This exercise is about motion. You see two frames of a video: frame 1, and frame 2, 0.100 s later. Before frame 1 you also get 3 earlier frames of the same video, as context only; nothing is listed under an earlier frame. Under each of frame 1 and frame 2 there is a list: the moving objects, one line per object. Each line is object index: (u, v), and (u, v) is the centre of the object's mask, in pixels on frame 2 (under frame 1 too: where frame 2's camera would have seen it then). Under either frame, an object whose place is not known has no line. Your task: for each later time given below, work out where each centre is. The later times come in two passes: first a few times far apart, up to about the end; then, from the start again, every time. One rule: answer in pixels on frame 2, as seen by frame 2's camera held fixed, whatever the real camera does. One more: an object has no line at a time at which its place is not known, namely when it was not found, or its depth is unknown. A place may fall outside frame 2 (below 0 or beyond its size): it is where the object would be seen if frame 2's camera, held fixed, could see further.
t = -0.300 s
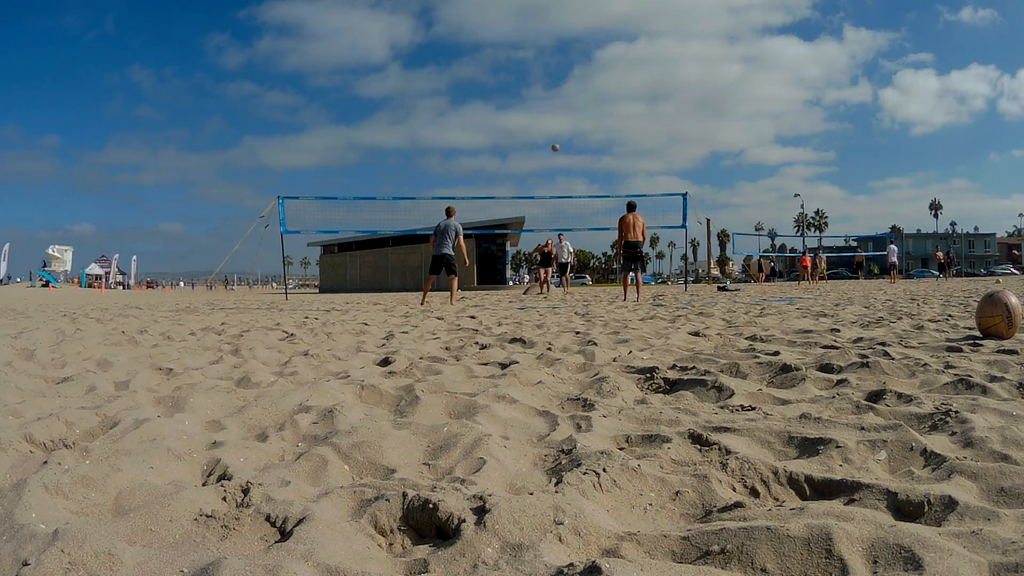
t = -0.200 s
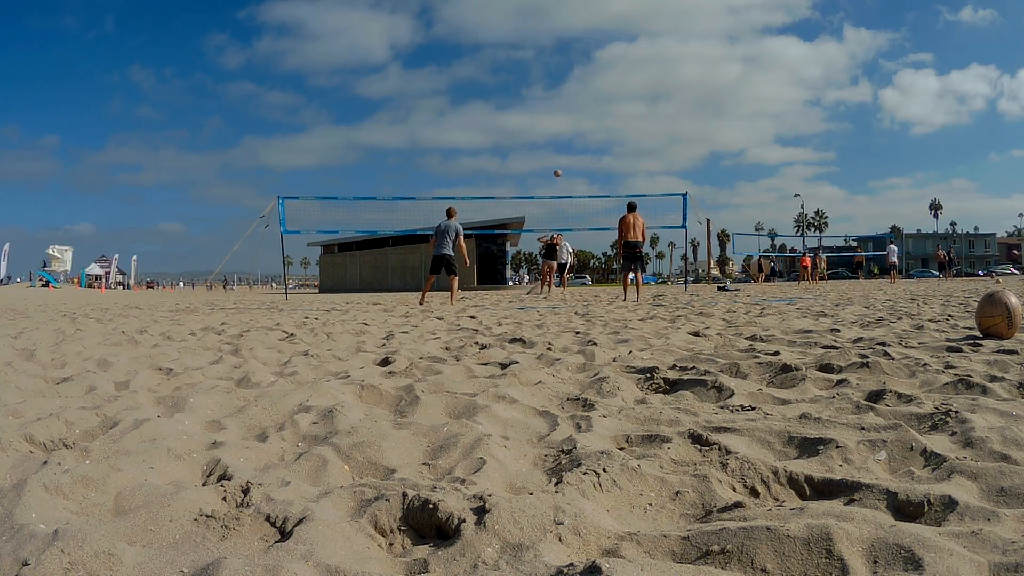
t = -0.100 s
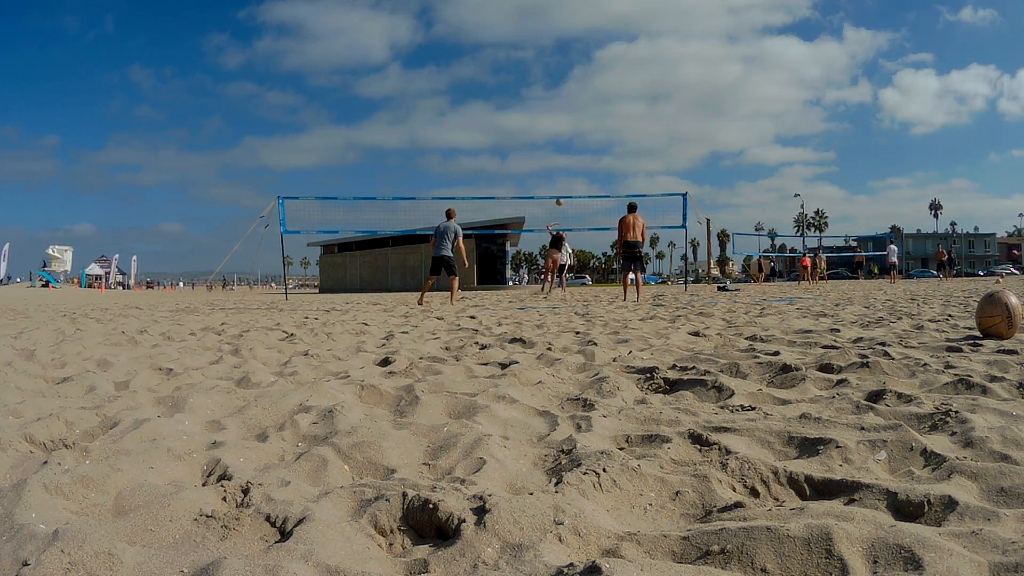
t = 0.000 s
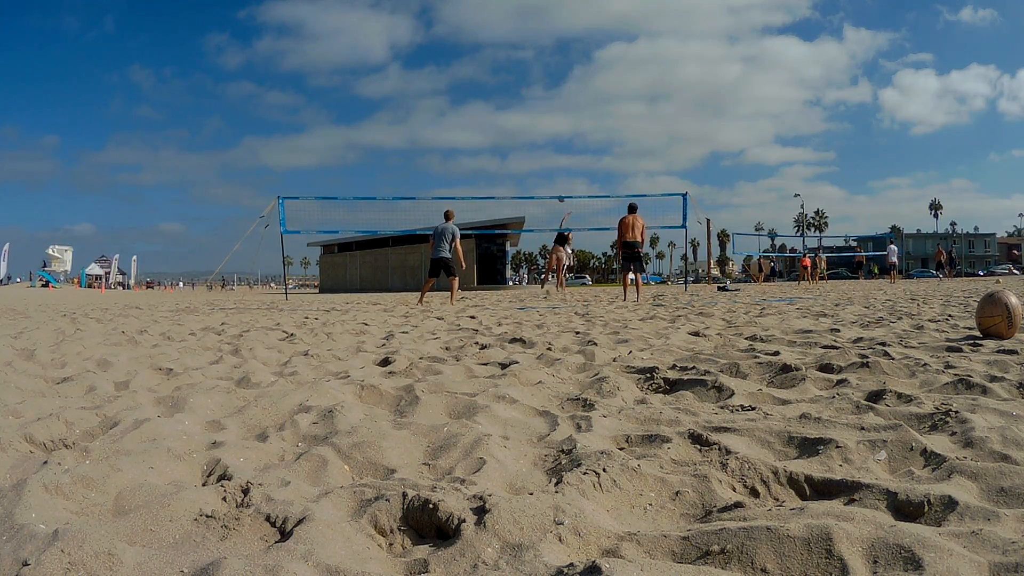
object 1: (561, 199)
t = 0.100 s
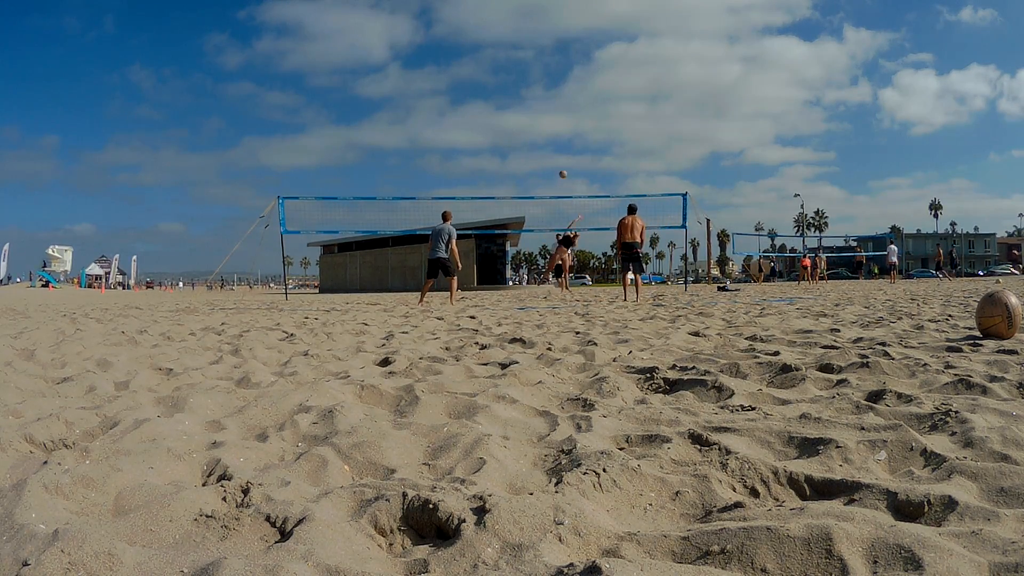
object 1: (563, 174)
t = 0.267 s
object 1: (564, 140)
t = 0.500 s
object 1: (566, 110)
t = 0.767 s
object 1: (565, 100)
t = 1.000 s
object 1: (566, 117)
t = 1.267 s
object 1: (569, 176)
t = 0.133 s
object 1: (563, 167)
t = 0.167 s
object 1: (564, 160)
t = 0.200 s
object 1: (564, 153)
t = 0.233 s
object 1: (564, 147)
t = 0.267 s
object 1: (564, 140)
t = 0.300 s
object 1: (565, 135)
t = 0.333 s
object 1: (565, 130)
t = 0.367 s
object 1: (565, 125)
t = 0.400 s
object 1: (565, 121)
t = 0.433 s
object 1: (565, 117)
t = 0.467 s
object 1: (565, 113)
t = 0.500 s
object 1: (566, 110)
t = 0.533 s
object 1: (565, 107)
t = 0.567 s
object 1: (565, 104)
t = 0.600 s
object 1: (565, 103)
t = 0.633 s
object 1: (565, 101)
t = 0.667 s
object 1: (565, 100)
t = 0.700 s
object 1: (565, 100)
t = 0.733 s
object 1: (565, 99)
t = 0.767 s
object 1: (565, 100)
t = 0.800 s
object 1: (565, 101)
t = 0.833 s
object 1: (565, 102)
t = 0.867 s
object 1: (566, 104)
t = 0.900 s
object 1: (566, 106)
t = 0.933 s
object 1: (566, 109)
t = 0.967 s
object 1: (566, 113)
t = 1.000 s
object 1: (566, 117)
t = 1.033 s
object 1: (566, 122)
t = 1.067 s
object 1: (567, 128)
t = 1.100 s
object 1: (567, 134)
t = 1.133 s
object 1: (568, 140)
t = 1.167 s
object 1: (568, 148)
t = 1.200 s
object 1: (568, 156)
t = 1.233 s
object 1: (569, 166)
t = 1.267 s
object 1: (569, 176)
